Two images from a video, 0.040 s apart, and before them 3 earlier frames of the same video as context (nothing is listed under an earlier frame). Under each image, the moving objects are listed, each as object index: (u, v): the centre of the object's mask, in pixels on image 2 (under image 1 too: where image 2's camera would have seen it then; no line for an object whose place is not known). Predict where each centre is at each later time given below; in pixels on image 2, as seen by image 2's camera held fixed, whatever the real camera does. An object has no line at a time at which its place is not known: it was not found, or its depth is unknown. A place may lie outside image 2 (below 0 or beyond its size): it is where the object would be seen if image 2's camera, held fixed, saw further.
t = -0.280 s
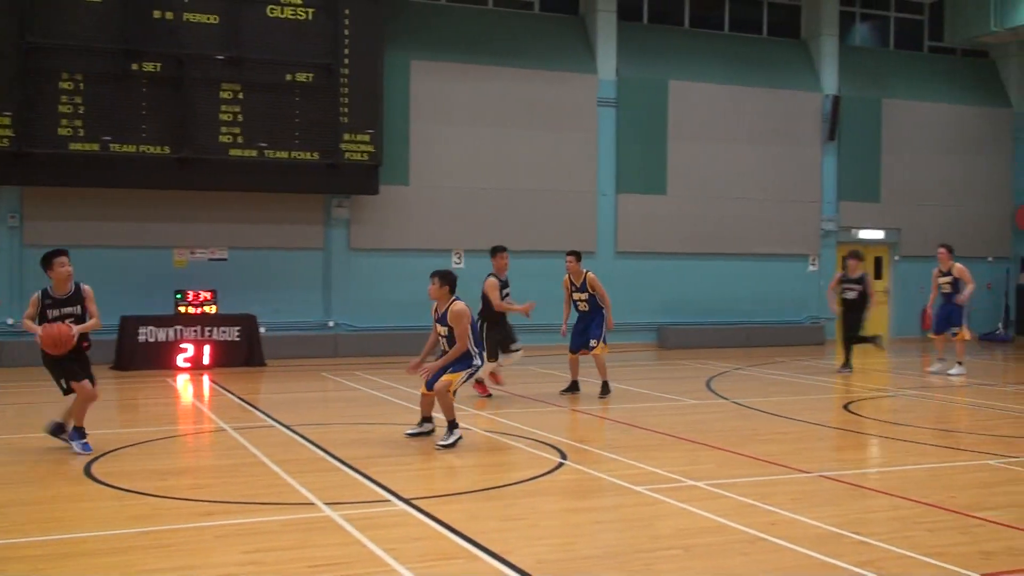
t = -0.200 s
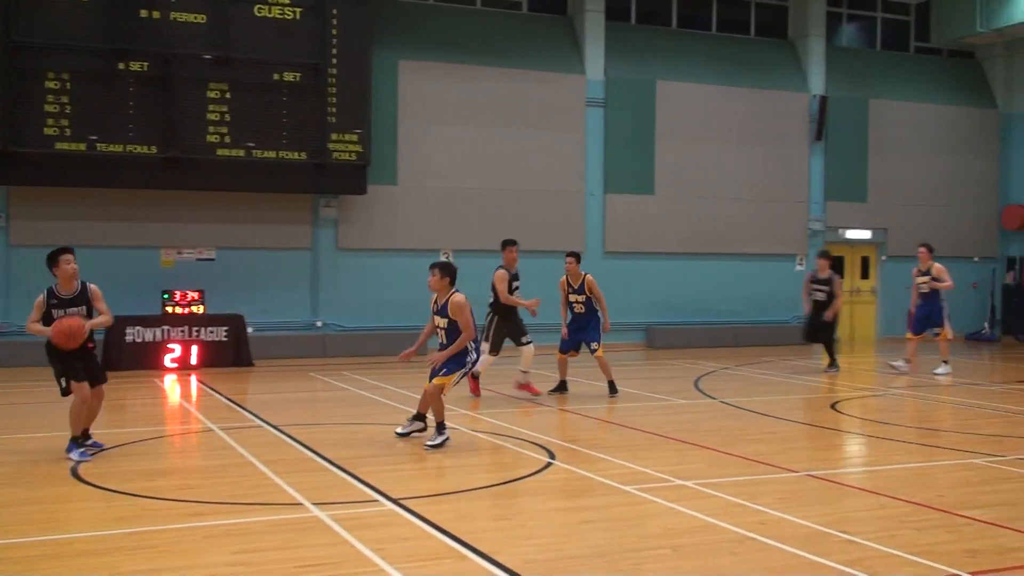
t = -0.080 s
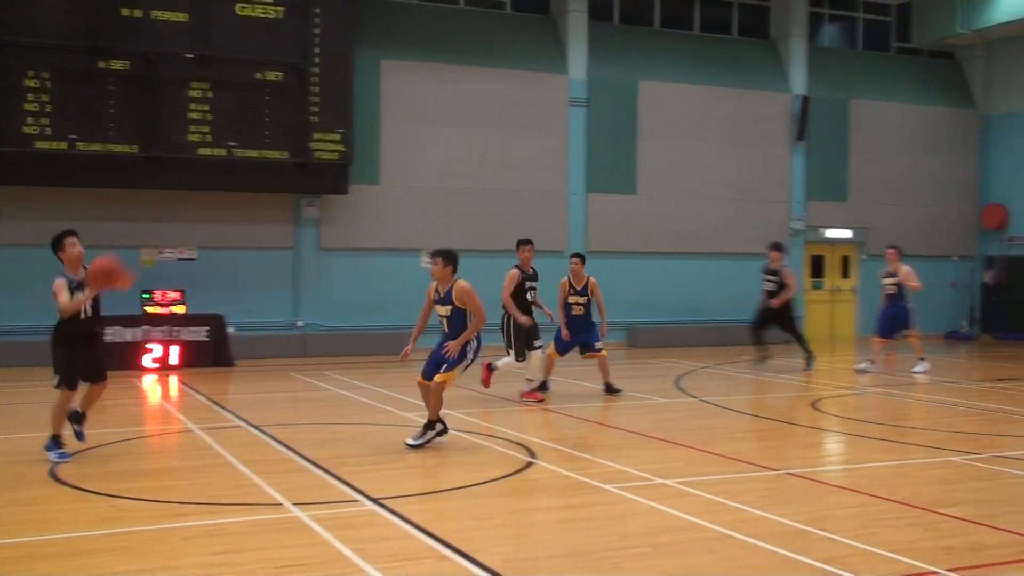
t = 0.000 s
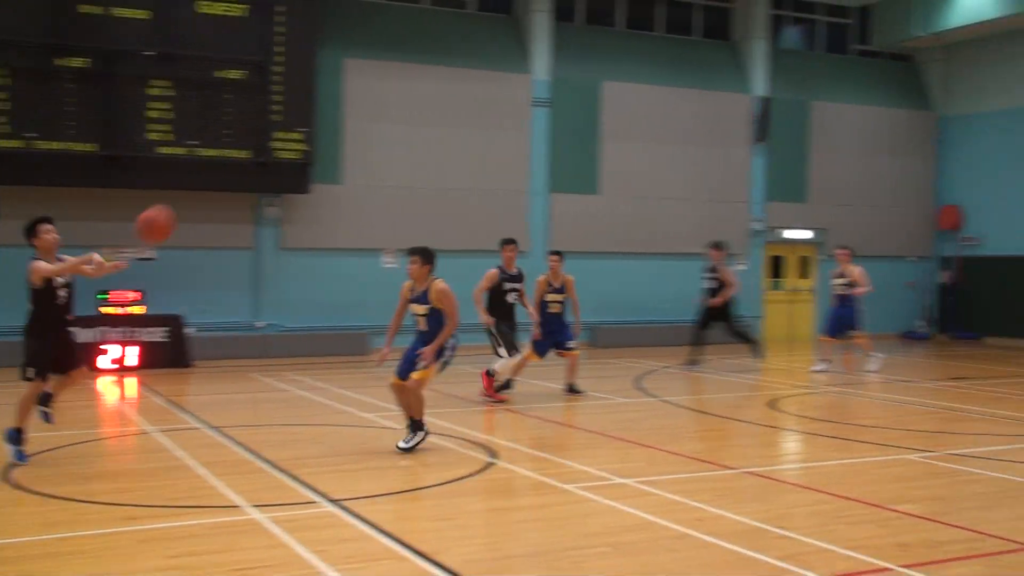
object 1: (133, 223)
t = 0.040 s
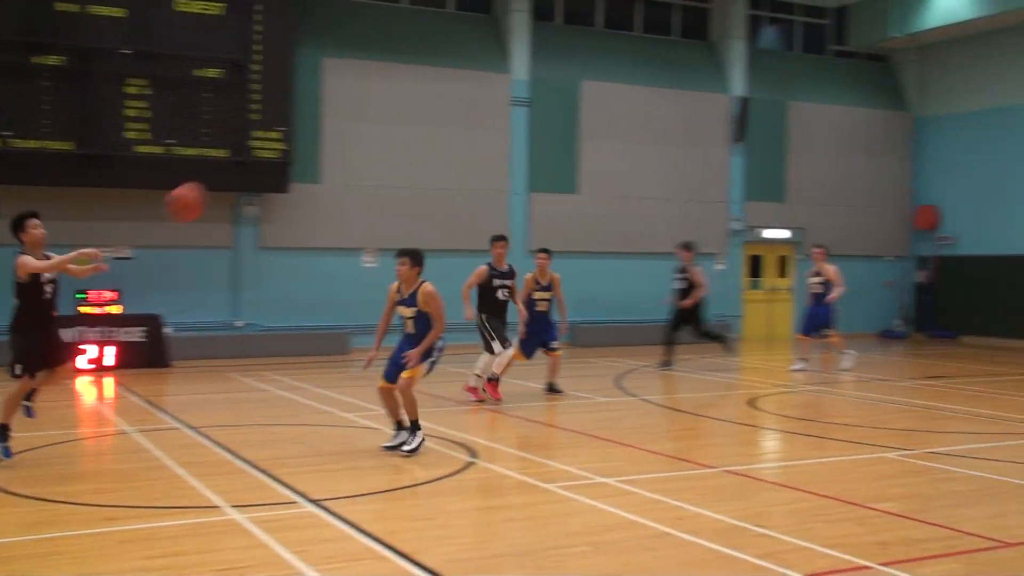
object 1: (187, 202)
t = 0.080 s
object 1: (242, 183)
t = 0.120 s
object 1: (295, 165)
